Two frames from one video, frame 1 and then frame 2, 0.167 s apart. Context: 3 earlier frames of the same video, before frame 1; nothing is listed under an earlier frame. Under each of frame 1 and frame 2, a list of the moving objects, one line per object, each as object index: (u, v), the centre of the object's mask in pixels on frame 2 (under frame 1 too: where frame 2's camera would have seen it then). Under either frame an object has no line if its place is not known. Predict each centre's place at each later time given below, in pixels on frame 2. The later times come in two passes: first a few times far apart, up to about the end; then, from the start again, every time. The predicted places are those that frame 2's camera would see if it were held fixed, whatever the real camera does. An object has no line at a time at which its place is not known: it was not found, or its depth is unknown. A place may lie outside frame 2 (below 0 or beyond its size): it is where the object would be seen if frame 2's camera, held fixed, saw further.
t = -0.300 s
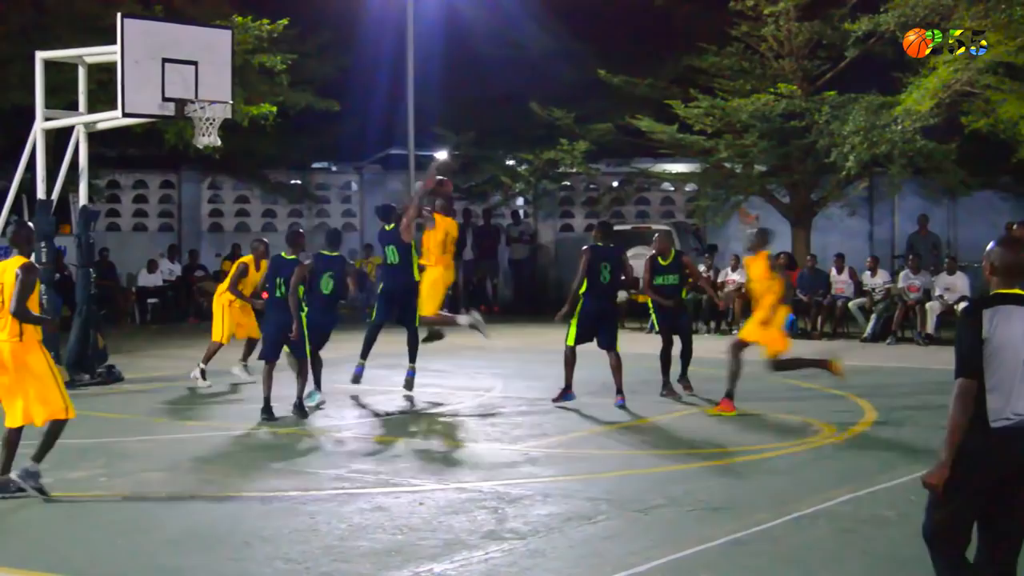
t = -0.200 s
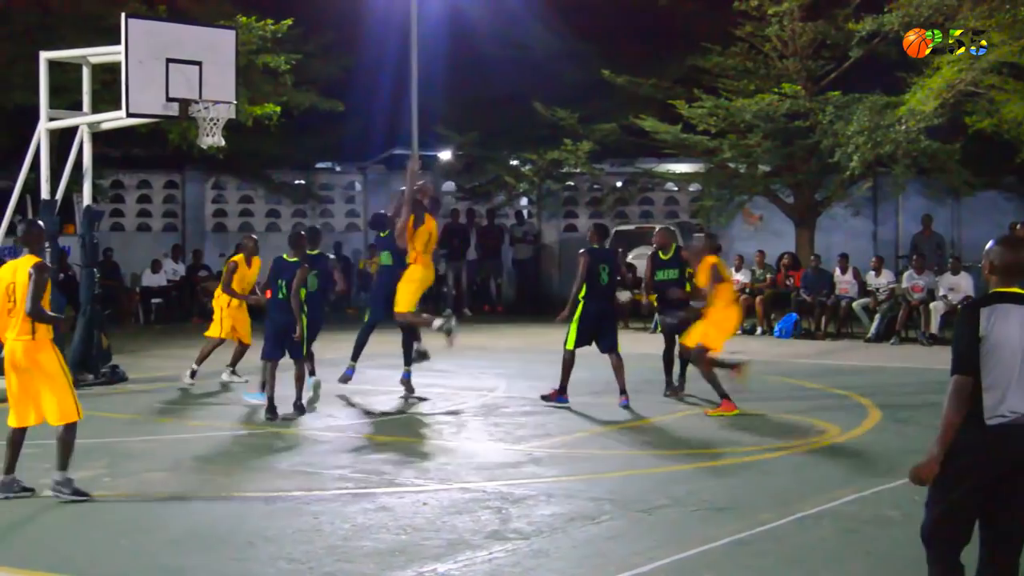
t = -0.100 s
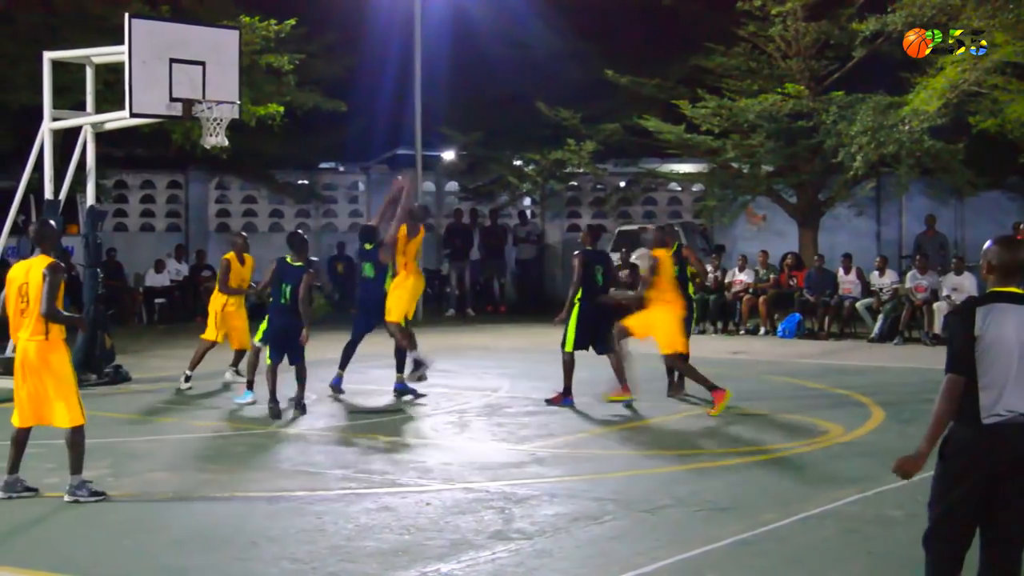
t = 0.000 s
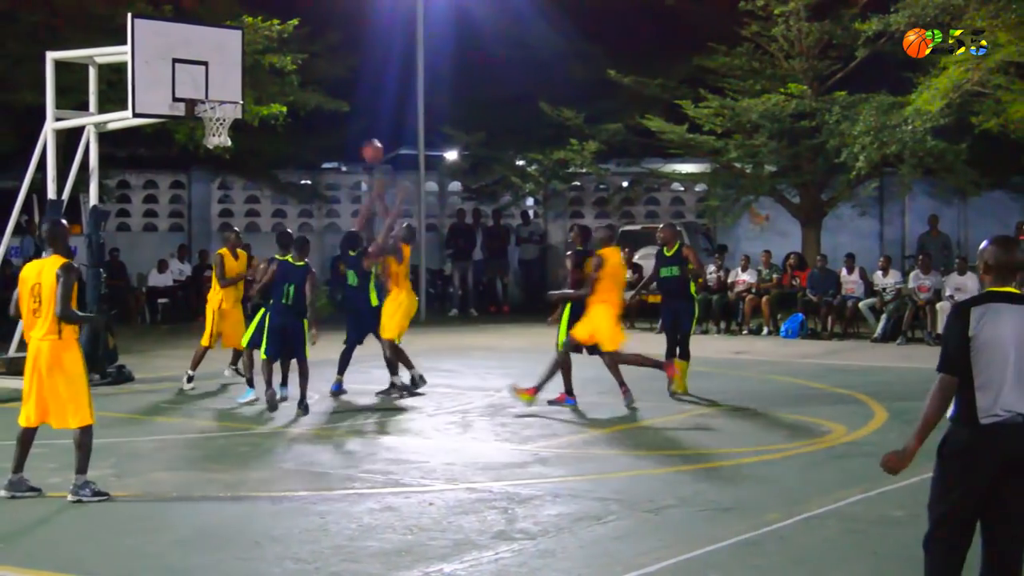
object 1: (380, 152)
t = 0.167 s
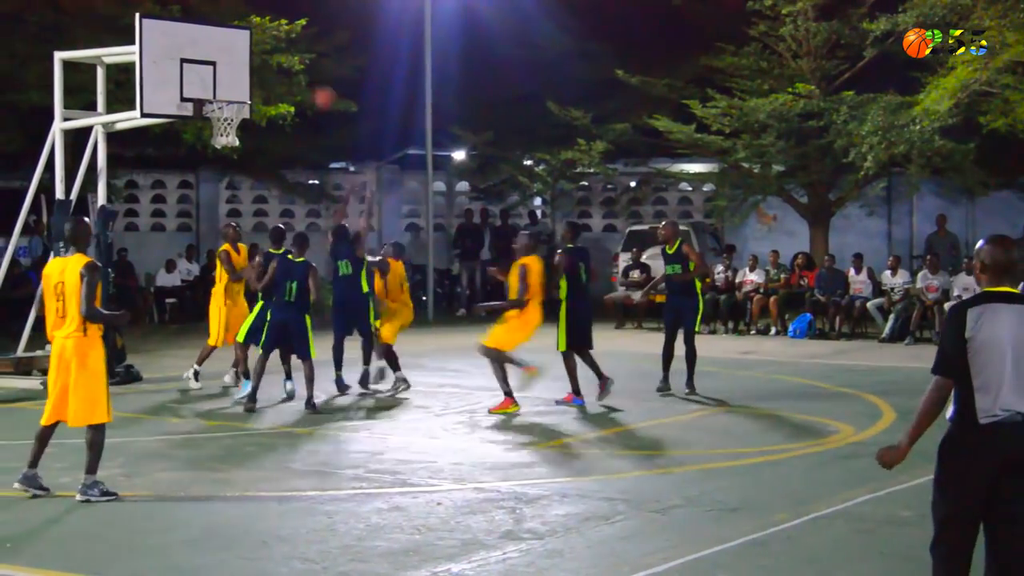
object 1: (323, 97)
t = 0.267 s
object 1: (293, 79)
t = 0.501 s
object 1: (227, 64)
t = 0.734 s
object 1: (254, 91)
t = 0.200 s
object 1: (314, 88)
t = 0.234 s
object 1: (303, 83)
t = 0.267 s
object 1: (293, 79)
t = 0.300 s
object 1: (284, 72)
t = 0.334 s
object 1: (270, 68)
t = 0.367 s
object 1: (261, 66)
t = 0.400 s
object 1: (246, 64)
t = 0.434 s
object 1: (234, 64)
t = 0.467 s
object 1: (224, 64)
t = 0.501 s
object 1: (227, 64)
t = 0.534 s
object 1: (231, 64)
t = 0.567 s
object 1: (234, 66)
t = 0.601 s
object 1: (238, 69)
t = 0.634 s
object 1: (242, 72)
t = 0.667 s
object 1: (245, 77)
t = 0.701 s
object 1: (250, 84)
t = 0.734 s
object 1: (254, 91)
